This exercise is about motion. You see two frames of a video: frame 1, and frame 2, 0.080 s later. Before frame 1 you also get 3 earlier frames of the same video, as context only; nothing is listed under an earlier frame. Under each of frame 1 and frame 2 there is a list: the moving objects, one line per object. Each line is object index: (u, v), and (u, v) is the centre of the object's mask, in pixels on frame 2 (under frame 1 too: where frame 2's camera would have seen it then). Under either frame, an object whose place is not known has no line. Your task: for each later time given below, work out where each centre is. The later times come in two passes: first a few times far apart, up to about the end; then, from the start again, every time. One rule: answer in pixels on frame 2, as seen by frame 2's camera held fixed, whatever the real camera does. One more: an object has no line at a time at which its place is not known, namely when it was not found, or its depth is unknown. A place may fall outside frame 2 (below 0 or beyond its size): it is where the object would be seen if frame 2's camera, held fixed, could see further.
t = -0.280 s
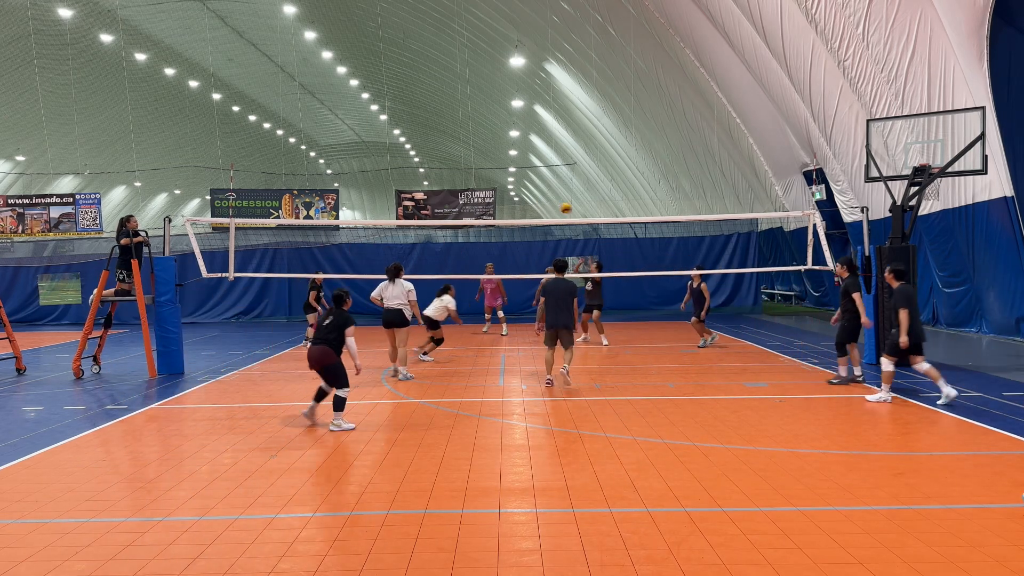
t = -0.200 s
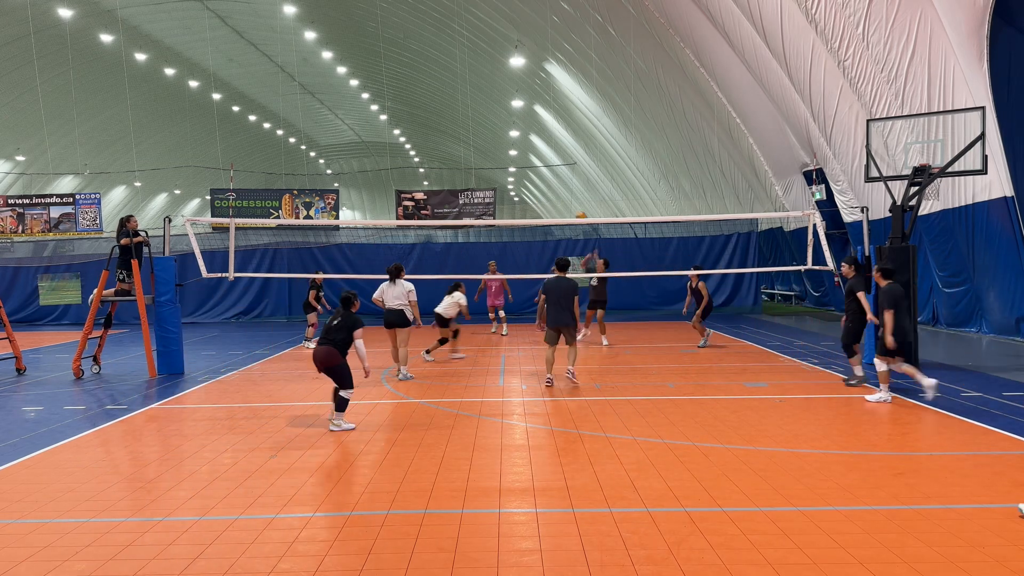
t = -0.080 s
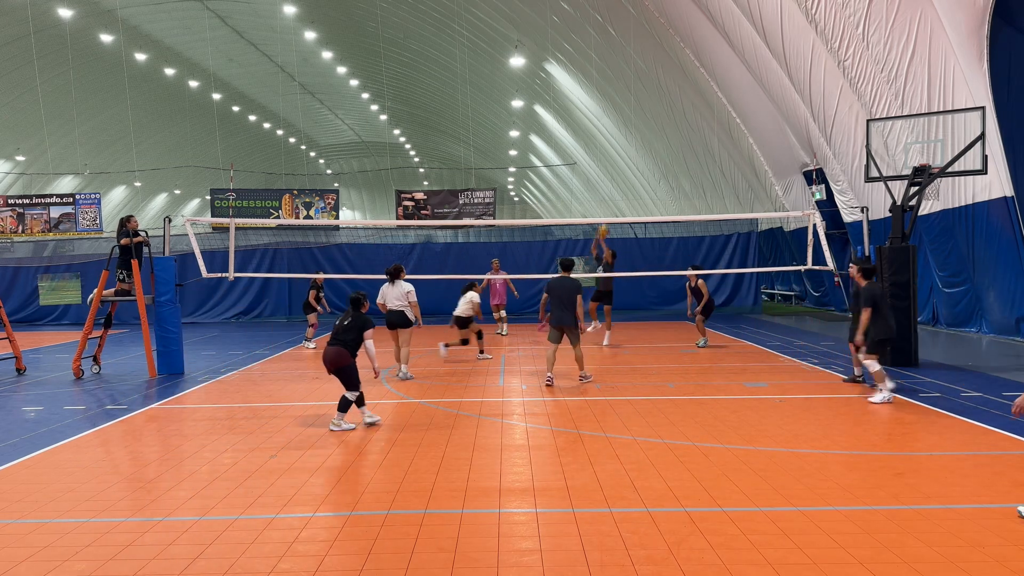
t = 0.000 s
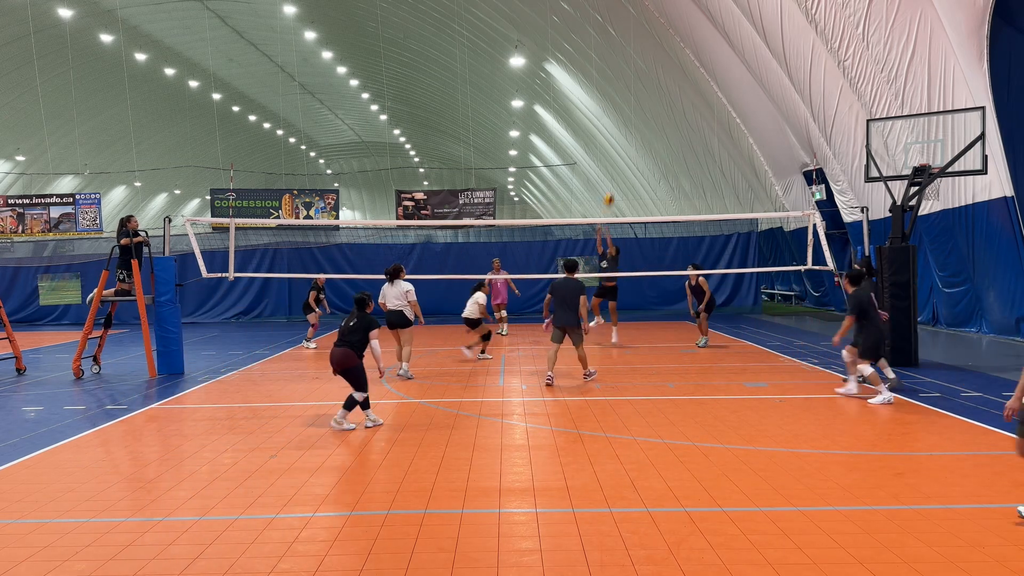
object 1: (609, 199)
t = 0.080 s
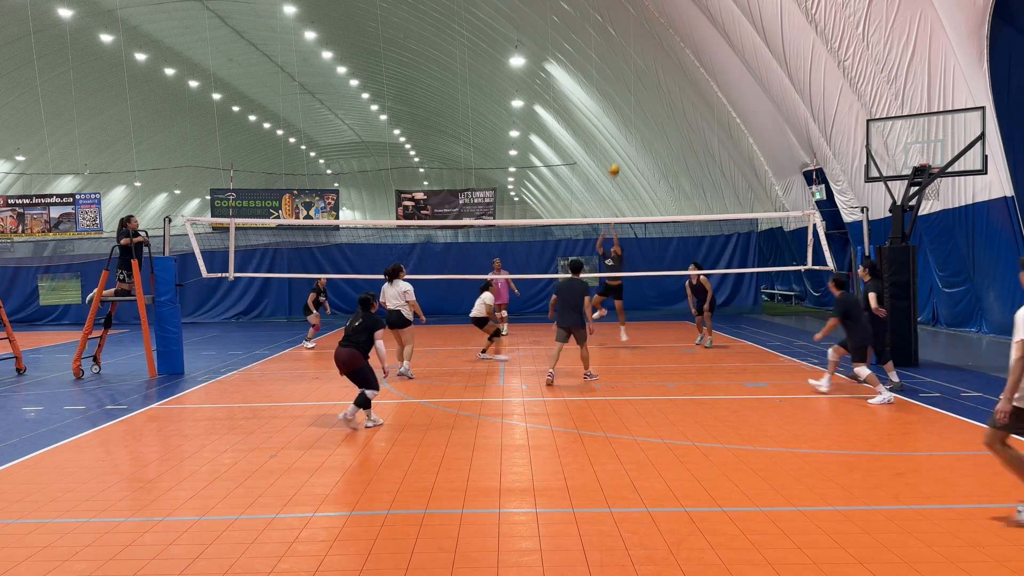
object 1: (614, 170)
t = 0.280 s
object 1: (627, 116)
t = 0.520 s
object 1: (643, 80)
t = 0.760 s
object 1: (658, 78)
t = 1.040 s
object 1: (675, 114)
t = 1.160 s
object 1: (682, 141)
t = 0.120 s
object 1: (616, 158)
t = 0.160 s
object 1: (619, 146)
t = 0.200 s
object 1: (622, 135)
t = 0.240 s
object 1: (624, 125)
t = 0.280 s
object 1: (627, 116)
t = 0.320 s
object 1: (629, 107)
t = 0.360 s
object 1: (632, 100)
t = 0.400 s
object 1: (635, 94)
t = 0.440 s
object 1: (638, 88)
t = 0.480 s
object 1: (640, 84)
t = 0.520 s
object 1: (643, 80)
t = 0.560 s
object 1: (645, 78)
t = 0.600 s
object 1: (648, 76)
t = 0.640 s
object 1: (651, 75)
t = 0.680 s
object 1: (653, 75)
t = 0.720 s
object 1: (656, 76)
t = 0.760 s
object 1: (658, 78)
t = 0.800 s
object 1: (660, 81)
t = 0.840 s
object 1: (663, 84)
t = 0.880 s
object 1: (666, 88)
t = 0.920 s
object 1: (668, 93)
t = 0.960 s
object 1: (671, 99)
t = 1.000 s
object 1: (673, 106)
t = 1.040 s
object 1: (675, 114)
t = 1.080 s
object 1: (677, 122)
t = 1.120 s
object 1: (680, 131)
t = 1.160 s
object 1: (682, 141)
